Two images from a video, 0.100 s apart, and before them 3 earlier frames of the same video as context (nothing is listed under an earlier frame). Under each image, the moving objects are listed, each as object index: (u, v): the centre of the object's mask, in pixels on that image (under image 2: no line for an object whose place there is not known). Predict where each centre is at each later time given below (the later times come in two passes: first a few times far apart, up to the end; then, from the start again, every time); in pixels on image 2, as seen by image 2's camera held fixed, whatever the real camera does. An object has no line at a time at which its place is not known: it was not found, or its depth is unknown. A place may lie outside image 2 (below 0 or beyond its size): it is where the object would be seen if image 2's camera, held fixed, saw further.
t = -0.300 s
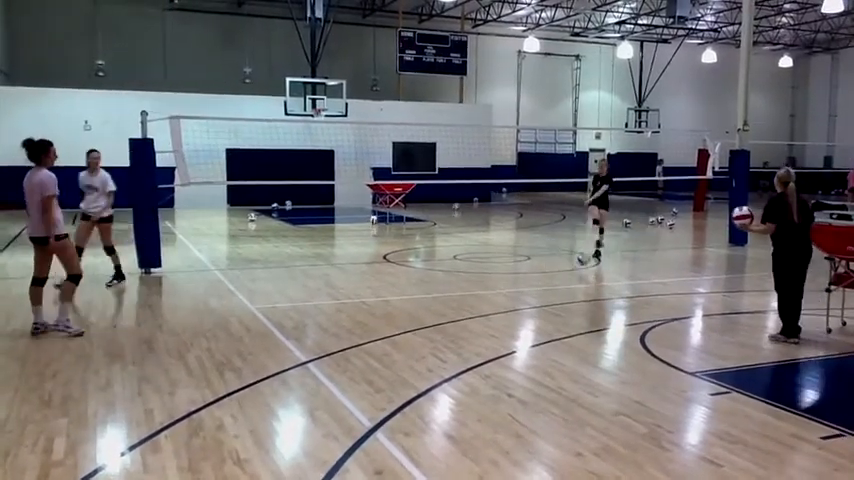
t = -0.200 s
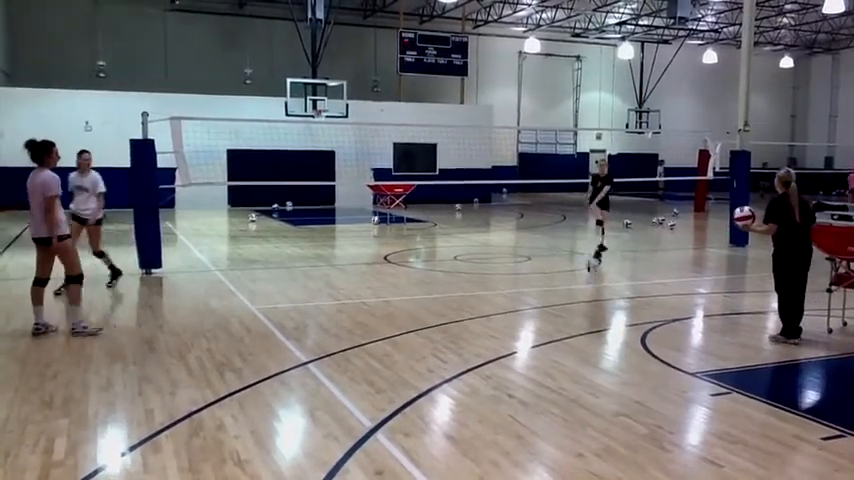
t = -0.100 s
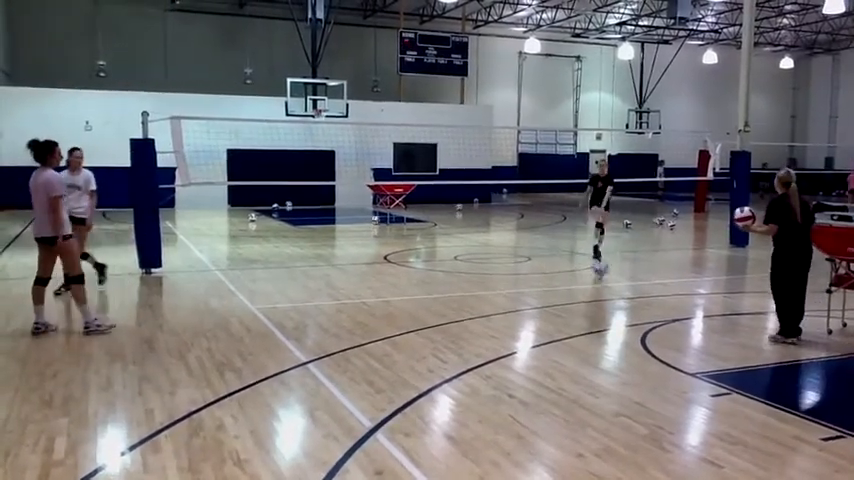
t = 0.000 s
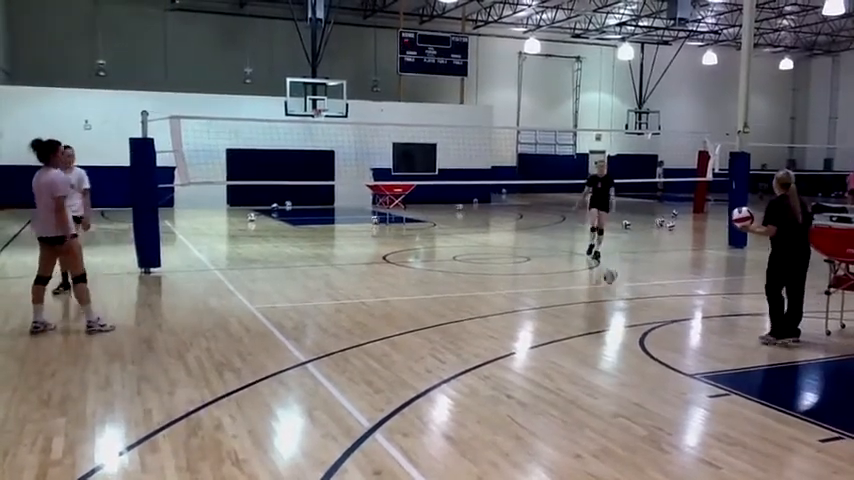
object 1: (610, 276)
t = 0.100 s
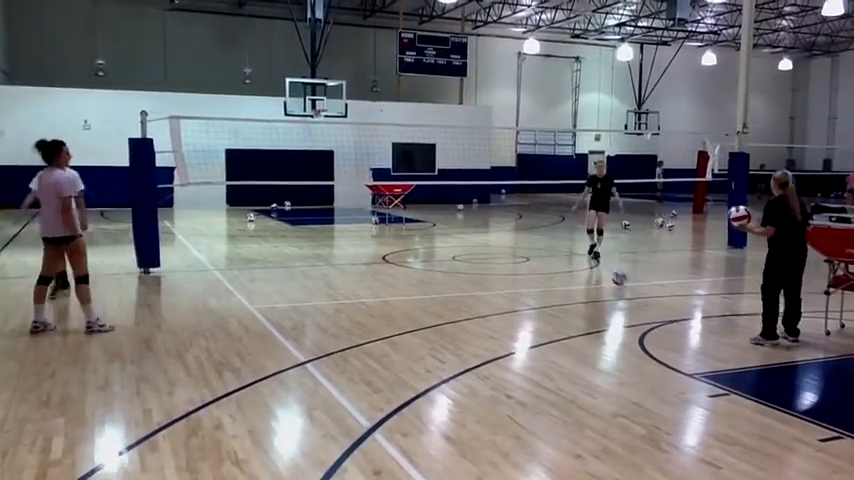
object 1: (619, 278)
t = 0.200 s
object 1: (630, 285)
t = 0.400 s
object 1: (653, 294)
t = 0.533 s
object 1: (669, 300)
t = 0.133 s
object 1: (621, 281)
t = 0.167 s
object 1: (626, 284)
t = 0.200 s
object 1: (630, 285)
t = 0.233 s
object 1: (633, 287)
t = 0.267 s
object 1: (637, 288)
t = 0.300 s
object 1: (640, 289)
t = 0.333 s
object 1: (643, 289)
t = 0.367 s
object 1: (649, 292)
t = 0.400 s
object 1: (653, 294)
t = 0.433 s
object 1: (658, 296)
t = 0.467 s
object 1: (661, 297)
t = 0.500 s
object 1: (664, 299)
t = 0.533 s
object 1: (669, 300)
